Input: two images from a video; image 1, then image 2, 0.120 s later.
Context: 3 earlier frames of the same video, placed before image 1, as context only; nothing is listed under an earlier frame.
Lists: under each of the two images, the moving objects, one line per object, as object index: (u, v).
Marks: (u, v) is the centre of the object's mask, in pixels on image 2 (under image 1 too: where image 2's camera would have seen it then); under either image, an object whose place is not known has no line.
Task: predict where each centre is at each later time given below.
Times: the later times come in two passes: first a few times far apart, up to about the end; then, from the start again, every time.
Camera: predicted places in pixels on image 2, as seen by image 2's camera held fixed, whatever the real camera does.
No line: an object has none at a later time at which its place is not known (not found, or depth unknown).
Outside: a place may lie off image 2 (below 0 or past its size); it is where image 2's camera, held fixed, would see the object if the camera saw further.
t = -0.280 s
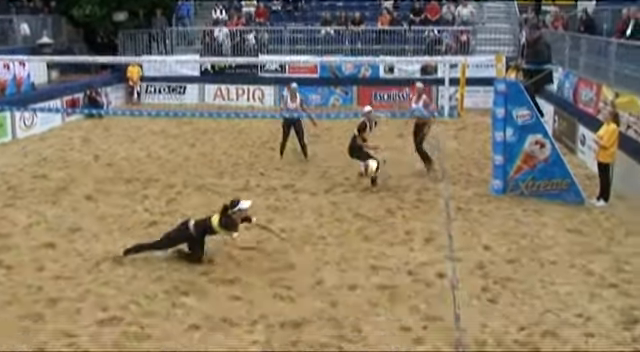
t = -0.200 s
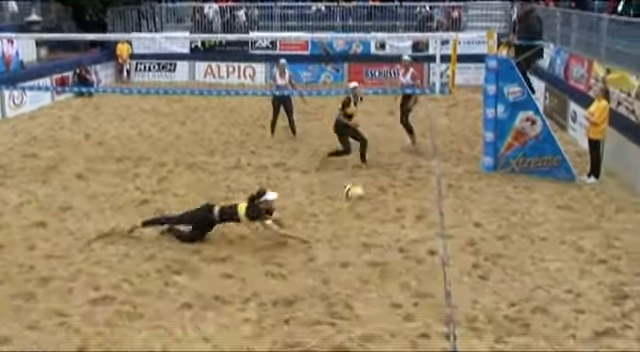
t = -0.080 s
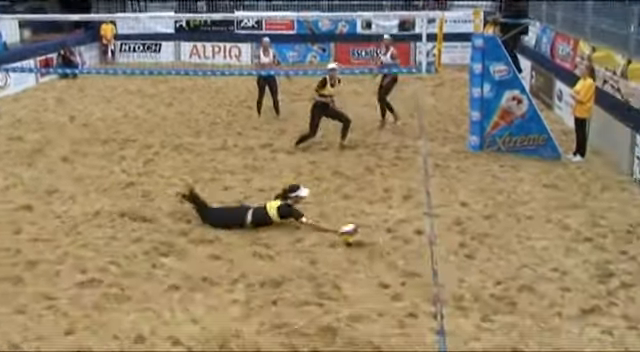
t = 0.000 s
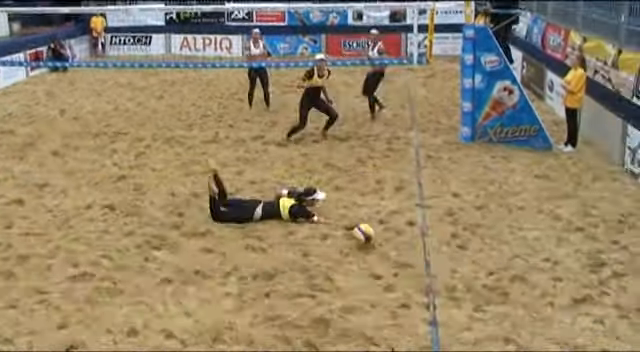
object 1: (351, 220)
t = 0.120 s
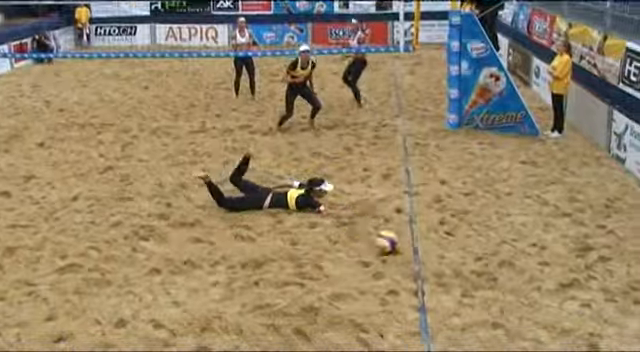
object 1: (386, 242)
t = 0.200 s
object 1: (406, 250)
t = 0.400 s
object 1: (458, 288)
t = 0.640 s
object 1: (522, 335)
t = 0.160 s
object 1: (397, 246)
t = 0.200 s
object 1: (406, 250)
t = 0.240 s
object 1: (417, 261)
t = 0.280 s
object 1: (428, 268)
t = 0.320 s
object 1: (438, 275)
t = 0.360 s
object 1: (447, 279)
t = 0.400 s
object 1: (458, 288)
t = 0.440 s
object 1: (469, 297)
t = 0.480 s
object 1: (477, 303)
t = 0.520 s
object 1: (489, 308)
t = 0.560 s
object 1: (500, 318)
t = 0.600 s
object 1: (511, 327)
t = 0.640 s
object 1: (522, 335)
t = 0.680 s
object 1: (535, 341)
